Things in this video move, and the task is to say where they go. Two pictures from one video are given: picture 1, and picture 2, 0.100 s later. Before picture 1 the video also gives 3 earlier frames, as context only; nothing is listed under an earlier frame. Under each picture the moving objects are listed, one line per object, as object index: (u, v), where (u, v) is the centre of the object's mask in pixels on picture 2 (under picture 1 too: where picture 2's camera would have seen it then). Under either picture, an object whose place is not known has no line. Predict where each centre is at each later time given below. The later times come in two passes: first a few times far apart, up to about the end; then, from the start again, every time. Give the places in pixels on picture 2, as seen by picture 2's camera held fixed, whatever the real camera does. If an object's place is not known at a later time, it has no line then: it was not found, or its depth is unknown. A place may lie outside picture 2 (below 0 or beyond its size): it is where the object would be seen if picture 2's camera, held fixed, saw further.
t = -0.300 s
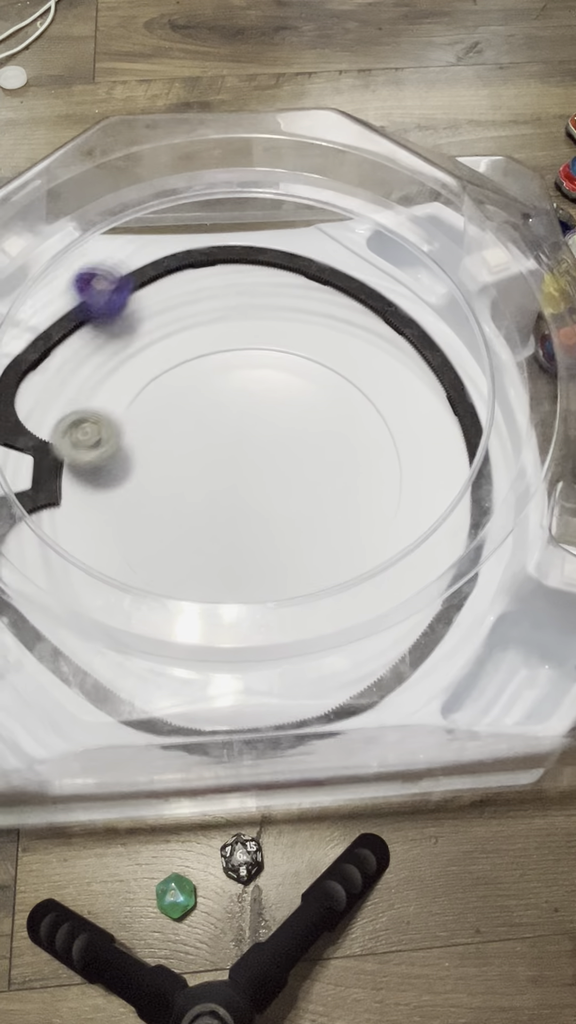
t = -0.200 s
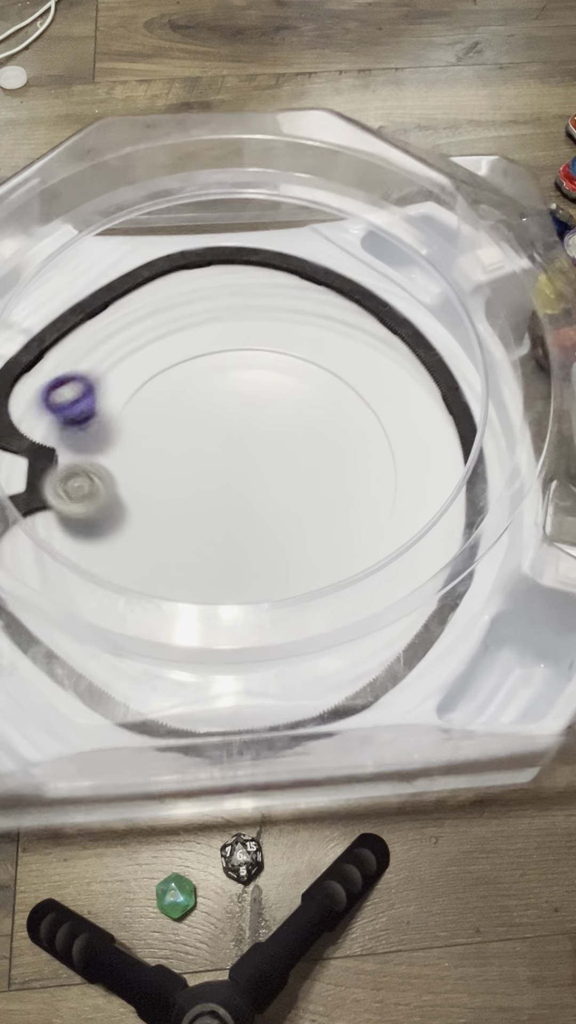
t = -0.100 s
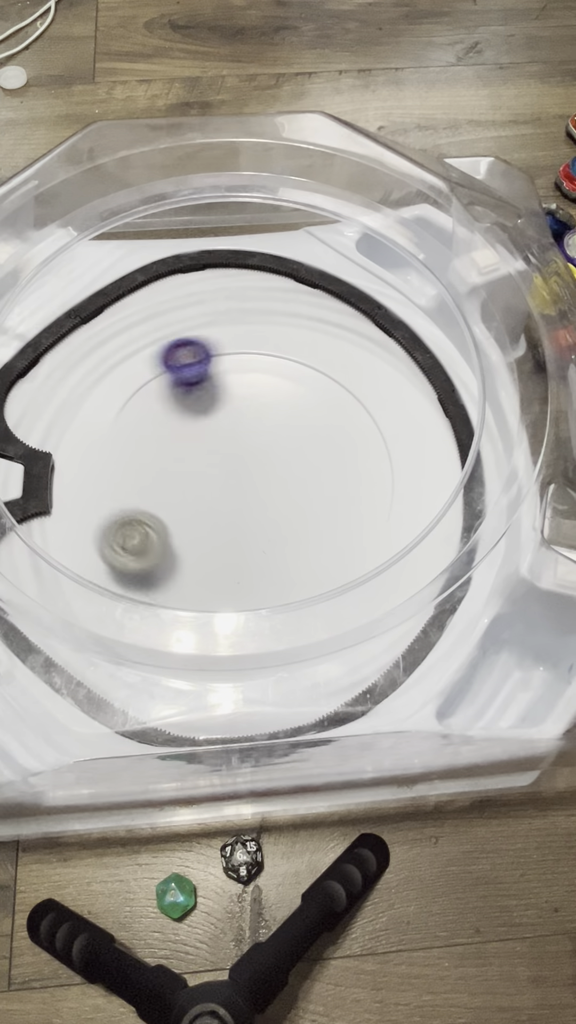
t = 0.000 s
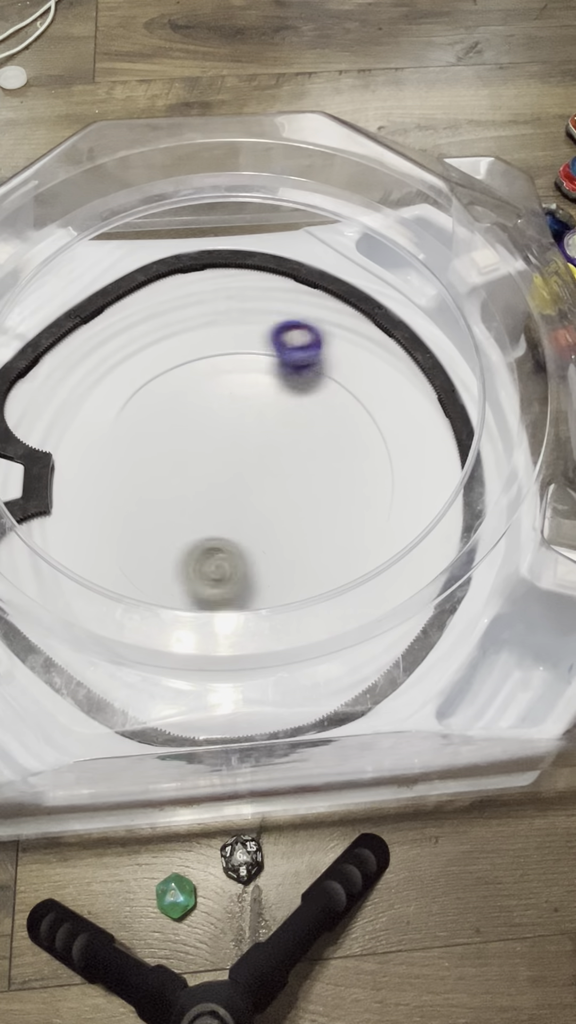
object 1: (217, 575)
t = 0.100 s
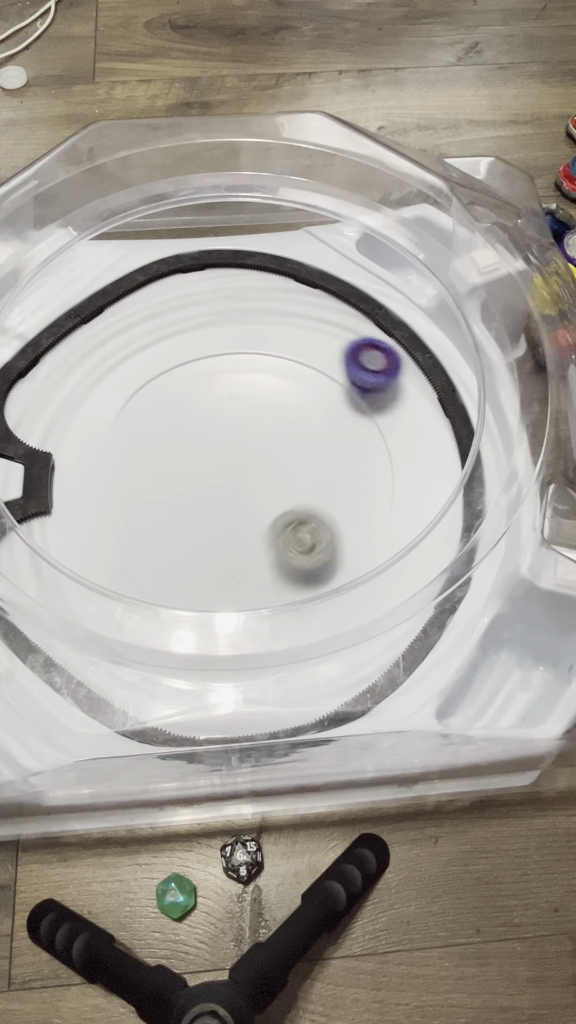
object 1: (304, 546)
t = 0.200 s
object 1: (351, 479)
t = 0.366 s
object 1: (321, 357)
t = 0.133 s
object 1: (325, 526)
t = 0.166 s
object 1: (341, 503)
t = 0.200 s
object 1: (351, 479)
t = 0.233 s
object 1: (356, 451)
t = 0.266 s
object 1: (354, 426)
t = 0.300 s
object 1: (348, 401)
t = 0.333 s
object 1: (337, 378)
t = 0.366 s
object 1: (321, 357)
